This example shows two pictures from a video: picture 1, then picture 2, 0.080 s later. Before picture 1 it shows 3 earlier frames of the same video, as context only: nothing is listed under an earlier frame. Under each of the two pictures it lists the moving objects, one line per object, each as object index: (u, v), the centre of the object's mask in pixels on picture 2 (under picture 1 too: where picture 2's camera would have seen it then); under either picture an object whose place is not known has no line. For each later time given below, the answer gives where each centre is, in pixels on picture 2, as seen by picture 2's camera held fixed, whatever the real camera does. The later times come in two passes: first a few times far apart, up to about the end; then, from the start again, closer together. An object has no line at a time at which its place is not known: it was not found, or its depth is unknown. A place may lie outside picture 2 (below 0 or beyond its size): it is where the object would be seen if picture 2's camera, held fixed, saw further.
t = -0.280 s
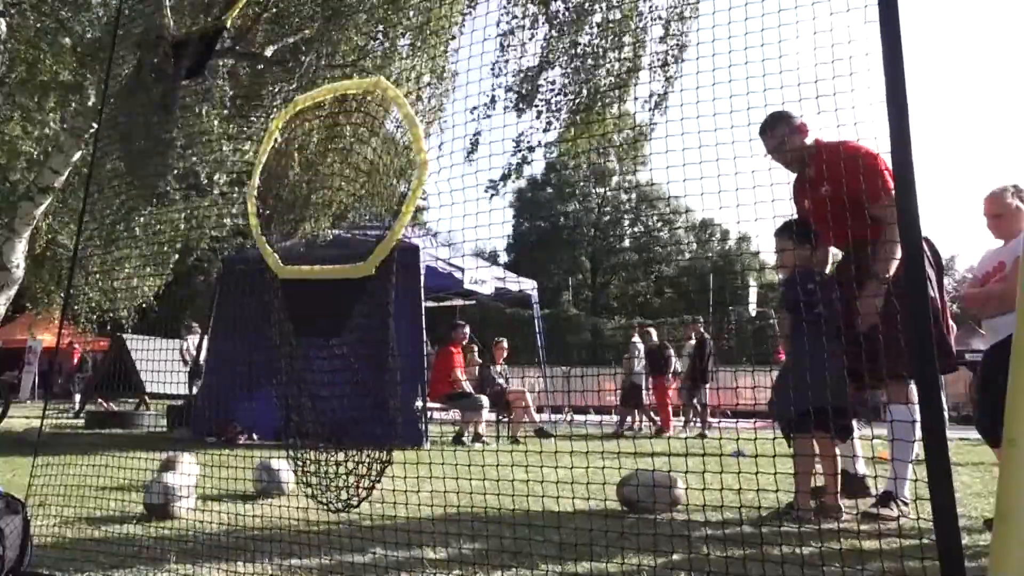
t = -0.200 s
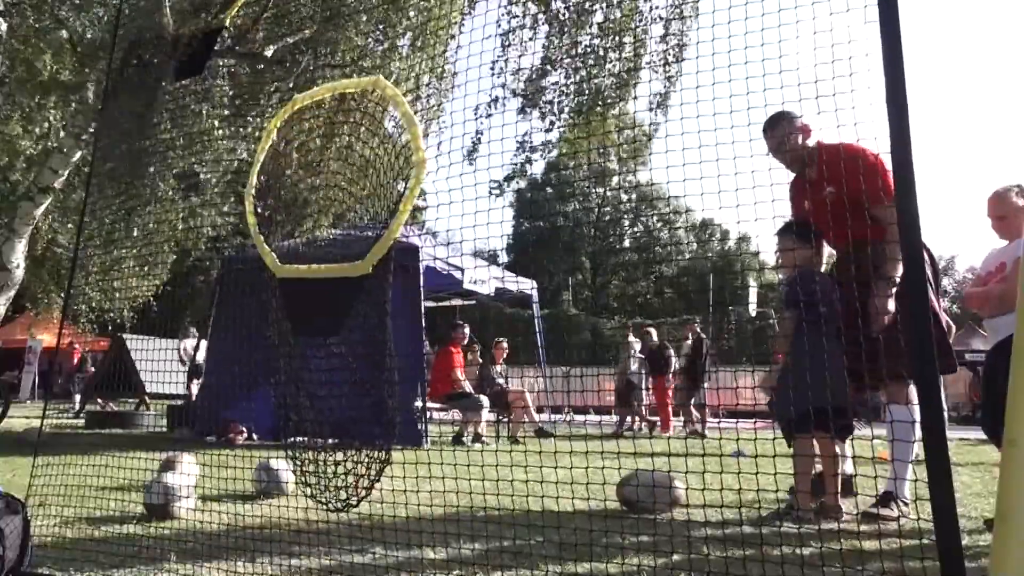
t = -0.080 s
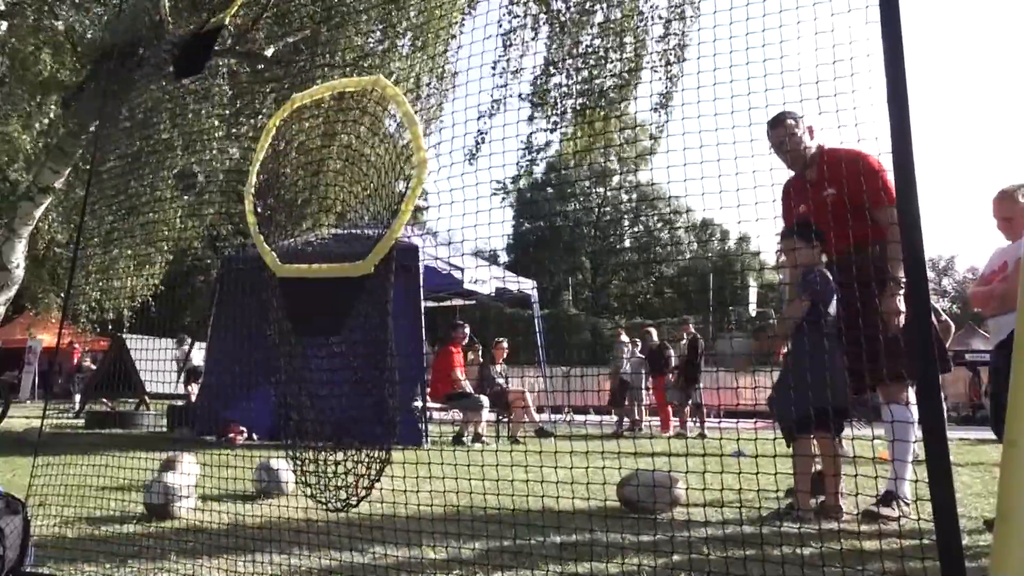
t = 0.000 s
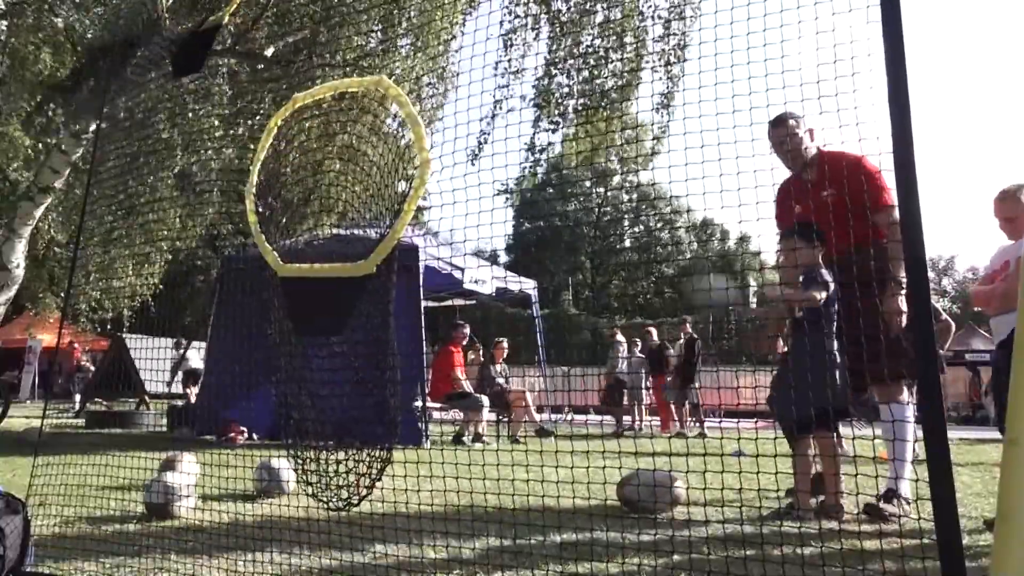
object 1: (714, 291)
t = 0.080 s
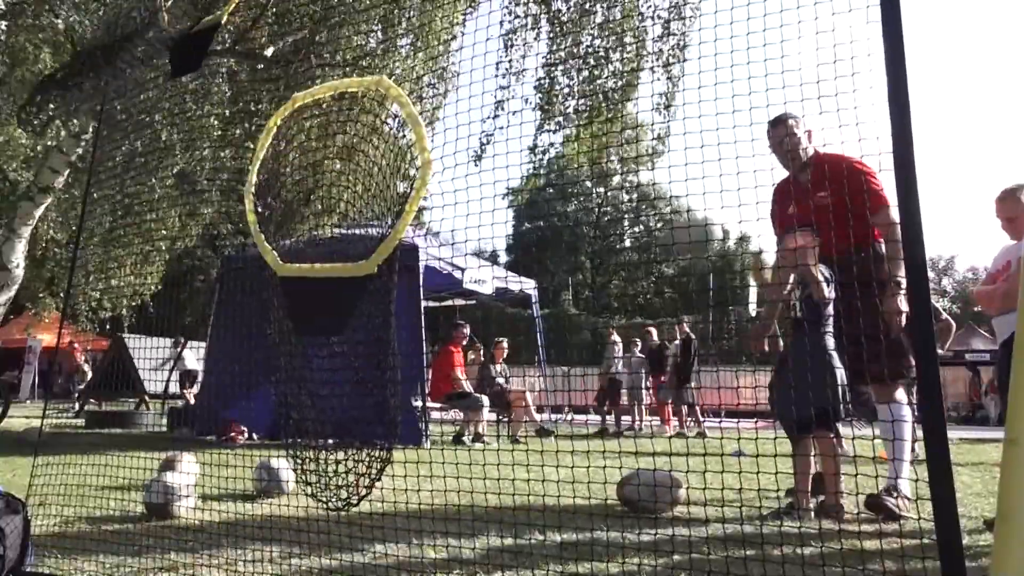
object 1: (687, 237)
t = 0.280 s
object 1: (620, 131)
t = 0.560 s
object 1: (469, 153)
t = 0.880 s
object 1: (250, 546)
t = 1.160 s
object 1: (494, 543)
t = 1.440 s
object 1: (623, 523)
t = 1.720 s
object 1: (711, 522)
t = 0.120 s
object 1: (676, 211)
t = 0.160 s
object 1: (662, 189)
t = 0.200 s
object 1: (648, 167)
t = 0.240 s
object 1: (634, 146)
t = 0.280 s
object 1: (620, 131)
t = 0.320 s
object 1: (608, 121)
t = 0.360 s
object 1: (589, 114)
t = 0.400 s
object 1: (571, 110)
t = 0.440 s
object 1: (552, 110)
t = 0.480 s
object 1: (527, 117)
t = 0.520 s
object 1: (502, 131)
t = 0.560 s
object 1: (469, 153)
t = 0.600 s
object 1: (442, 185)
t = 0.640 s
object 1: (418, 225)
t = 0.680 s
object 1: (403, 268)
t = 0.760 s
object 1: (271, 430)
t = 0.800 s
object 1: (243, 487)
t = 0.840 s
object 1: (238, 522)
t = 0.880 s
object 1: (250, 546)
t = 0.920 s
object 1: (283, 561)
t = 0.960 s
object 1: (329, 558)
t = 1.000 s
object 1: (370, 551)
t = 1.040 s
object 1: (402, 547)
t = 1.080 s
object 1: (437, 546)
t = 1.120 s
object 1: (466, 545)
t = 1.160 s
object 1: (494, 543)
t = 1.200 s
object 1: (519, 539)
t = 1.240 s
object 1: (543, 530)
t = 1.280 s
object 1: (565, 535)
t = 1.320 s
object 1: (582, 538)
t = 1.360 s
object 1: (600, 531)
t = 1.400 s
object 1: (613, 524)
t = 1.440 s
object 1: (623, 523)
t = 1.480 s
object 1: (632, 524)
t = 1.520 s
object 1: (640, 532)
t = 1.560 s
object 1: (655, 524)
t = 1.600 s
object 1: (674, 514)
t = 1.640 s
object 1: (685, 510)
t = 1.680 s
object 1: (701, 514)
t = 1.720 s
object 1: (711, 522)
